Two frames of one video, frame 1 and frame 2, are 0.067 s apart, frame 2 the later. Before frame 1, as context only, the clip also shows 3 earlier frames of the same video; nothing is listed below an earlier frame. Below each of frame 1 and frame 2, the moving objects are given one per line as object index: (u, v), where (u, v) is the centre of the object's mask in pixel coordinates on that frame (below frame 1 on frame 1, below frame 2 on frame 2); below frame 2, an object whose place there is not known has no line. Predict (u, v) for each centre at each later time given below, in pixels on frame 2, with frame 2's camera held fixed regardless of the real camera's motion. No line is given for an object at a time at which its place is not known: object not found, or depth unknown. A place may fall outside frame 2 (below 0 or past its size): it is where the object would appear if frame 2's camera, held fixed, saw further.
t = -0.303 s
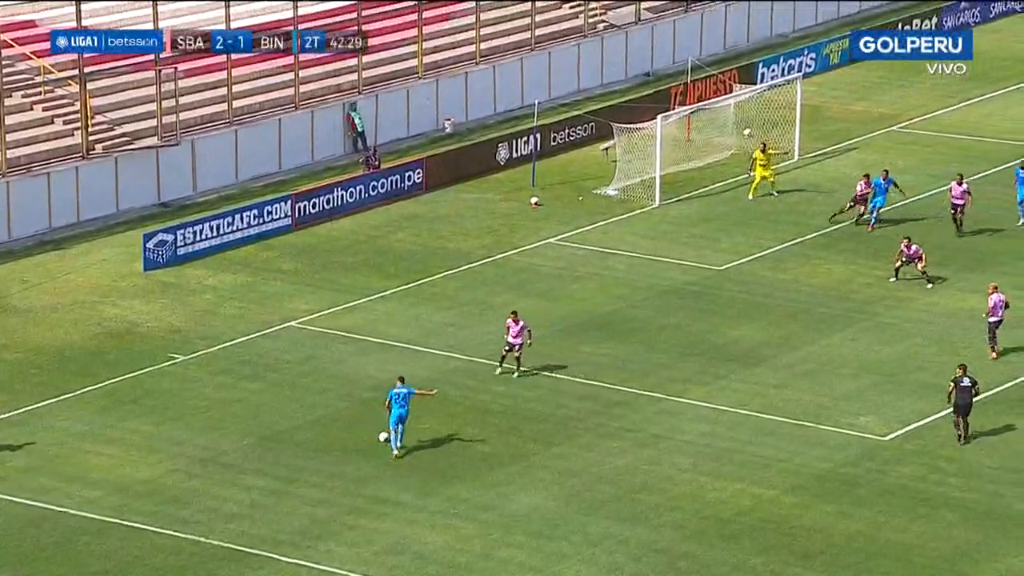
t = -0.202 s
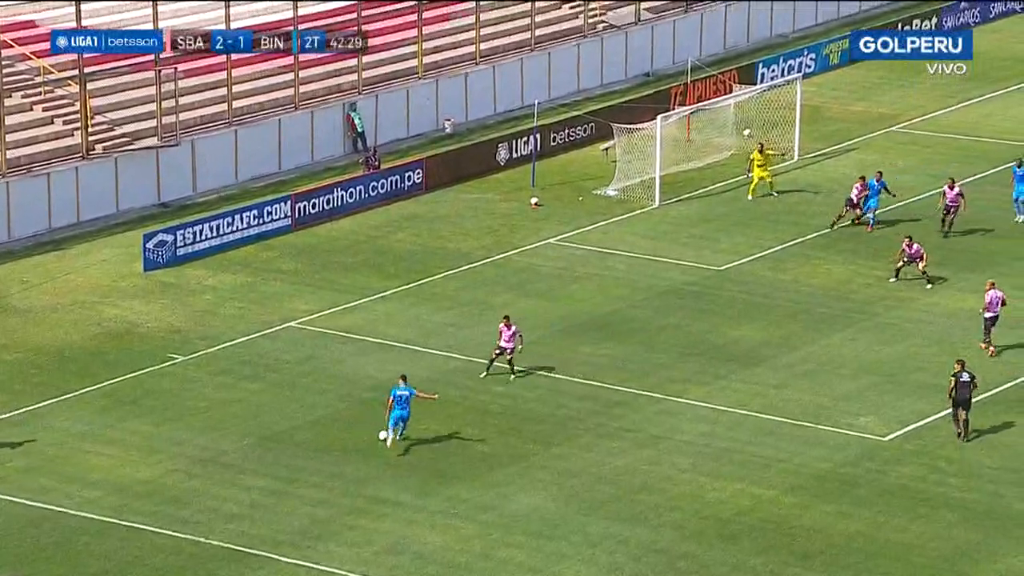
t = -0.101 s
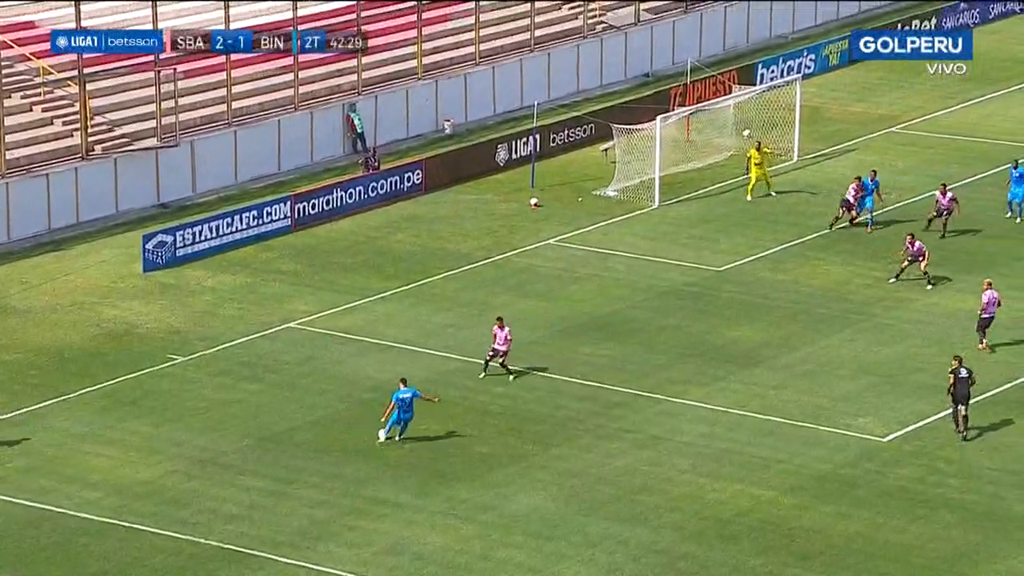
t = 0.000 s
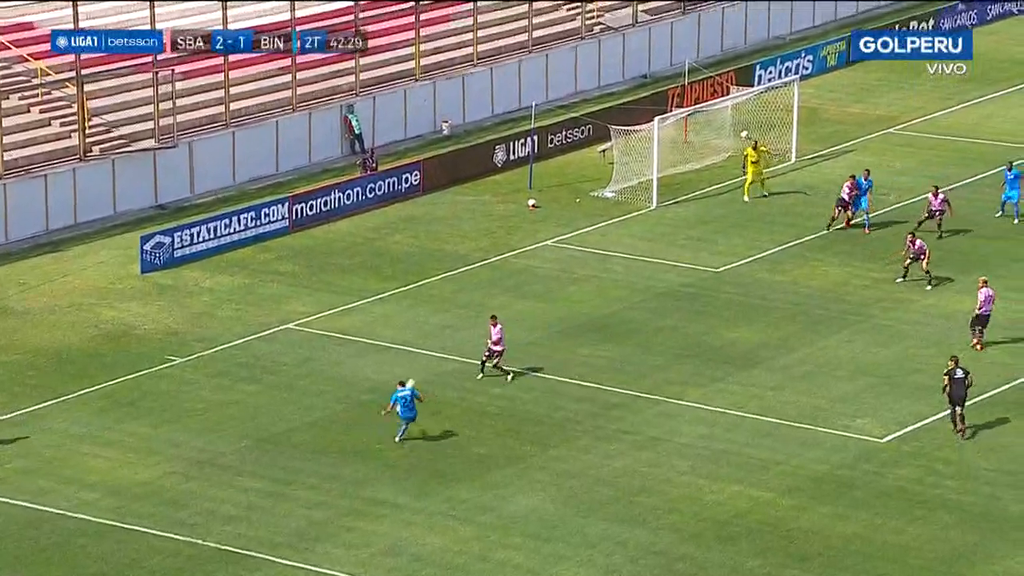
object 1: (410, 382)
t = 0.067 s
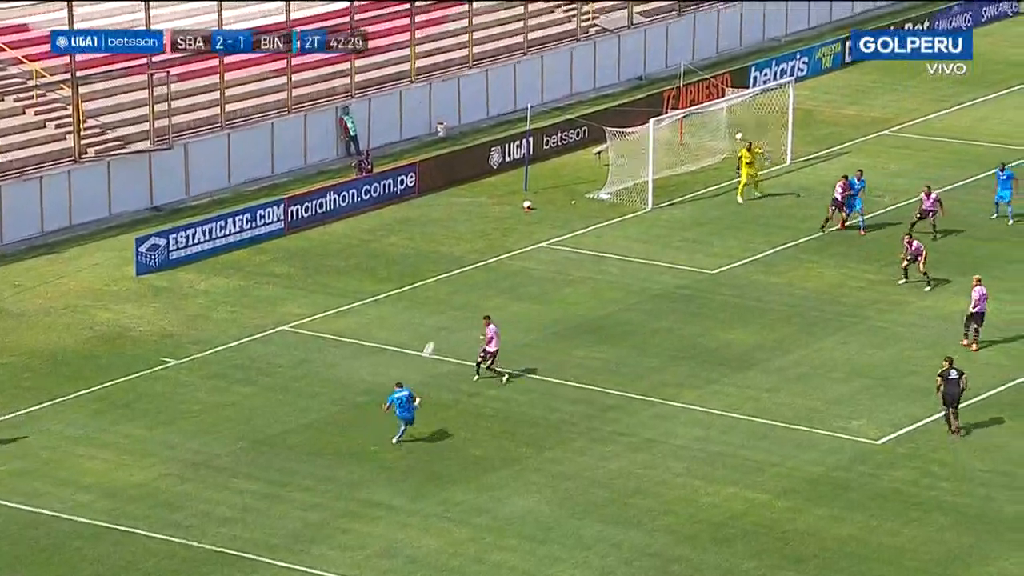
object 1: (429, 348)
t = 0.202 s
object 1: (477, 280)
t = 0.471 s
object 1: (569, 175)
